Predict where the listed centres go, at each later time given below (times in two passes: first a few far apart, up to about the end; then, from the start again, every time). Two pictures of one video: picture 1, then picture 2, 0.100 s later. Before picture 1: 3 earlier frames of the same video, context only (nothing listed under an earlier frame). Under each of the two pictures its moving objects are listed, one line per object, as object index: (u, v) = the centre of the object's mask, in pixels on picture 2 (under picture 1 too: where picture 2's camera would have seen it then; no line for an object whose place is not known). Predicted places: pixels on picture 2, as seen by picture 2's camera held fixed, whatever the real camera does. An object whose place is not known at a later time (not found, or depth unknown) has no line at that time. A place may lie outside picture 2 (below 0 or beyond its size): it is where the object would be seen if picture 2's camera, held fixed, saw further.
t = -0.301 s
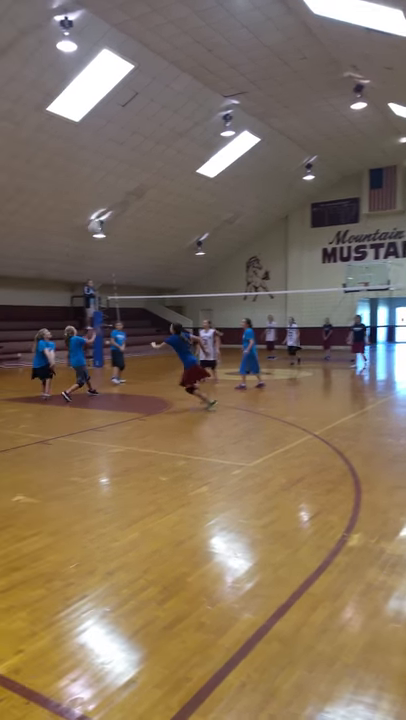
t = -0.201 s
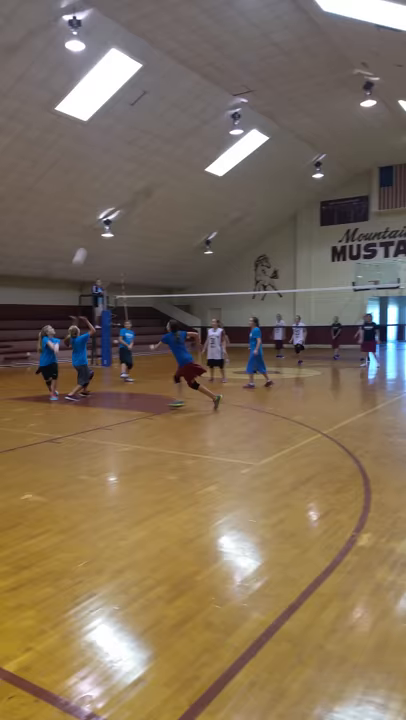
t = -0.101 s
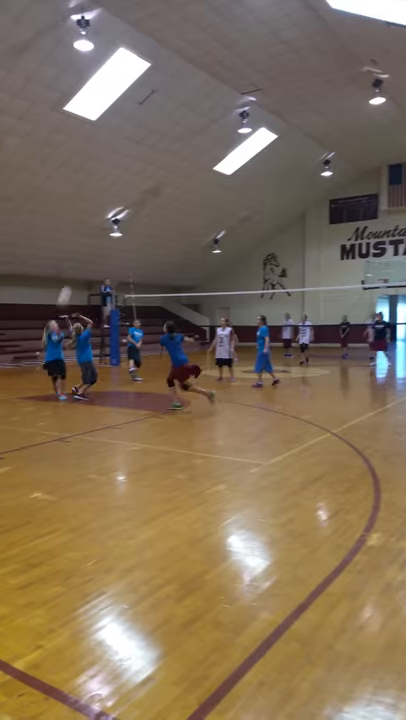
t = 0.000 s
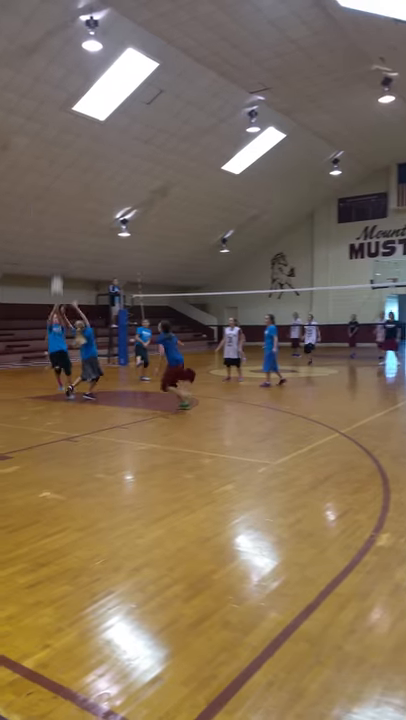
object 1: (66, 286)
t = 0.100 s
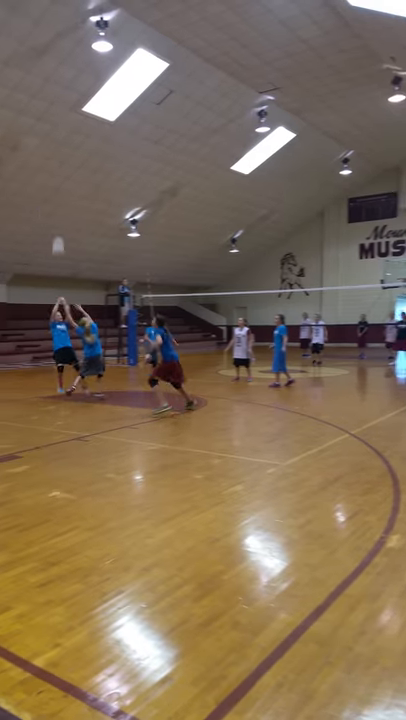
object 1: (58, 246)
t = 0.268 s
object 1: (42, 187)
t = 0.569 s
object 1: (17, 120)
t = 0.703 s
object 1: (5, 105)
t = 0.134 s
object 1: (54, 233)
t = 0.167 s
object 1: (51, 221)
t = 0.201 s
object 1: (49, 210)
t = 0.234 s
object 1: (45, 199)
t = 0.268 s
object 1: (42, 187)
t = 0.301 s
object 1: (39, 178)
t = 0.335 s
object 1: (36, 168)
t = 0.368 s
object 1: (33, 159)
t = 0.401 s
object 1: (30, 150)
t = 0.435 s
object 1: (29, 143)
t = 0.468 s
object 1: (26, 137)
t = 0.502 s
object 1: (23, 130)
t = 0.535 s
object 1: (20, 125)
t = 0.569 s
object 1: (17, 120)
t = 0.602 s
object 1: (14, 115)
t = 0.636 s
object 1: (11, 111)
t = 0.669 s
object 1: (8, 108)
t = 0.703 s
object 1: (5, 105)
